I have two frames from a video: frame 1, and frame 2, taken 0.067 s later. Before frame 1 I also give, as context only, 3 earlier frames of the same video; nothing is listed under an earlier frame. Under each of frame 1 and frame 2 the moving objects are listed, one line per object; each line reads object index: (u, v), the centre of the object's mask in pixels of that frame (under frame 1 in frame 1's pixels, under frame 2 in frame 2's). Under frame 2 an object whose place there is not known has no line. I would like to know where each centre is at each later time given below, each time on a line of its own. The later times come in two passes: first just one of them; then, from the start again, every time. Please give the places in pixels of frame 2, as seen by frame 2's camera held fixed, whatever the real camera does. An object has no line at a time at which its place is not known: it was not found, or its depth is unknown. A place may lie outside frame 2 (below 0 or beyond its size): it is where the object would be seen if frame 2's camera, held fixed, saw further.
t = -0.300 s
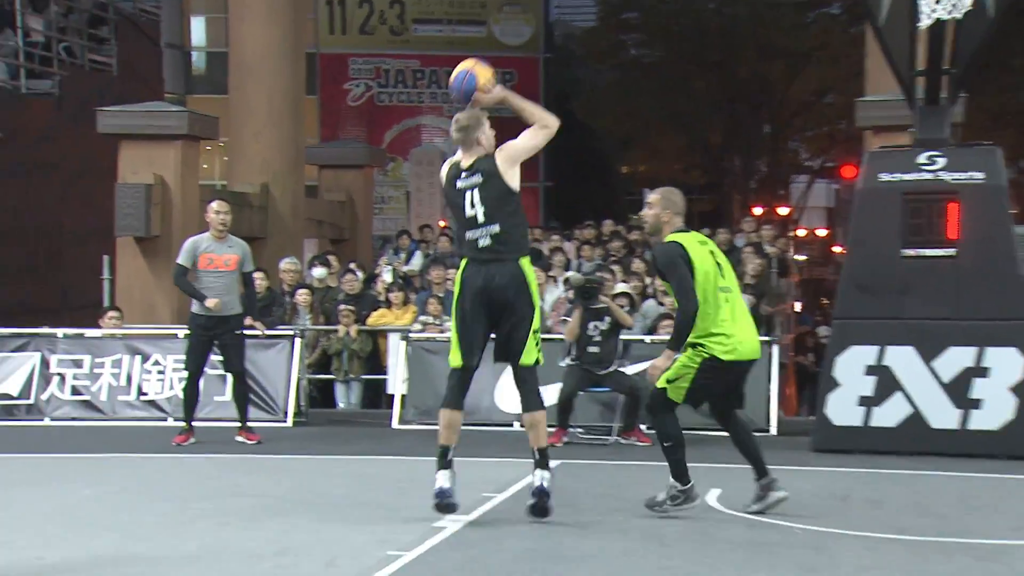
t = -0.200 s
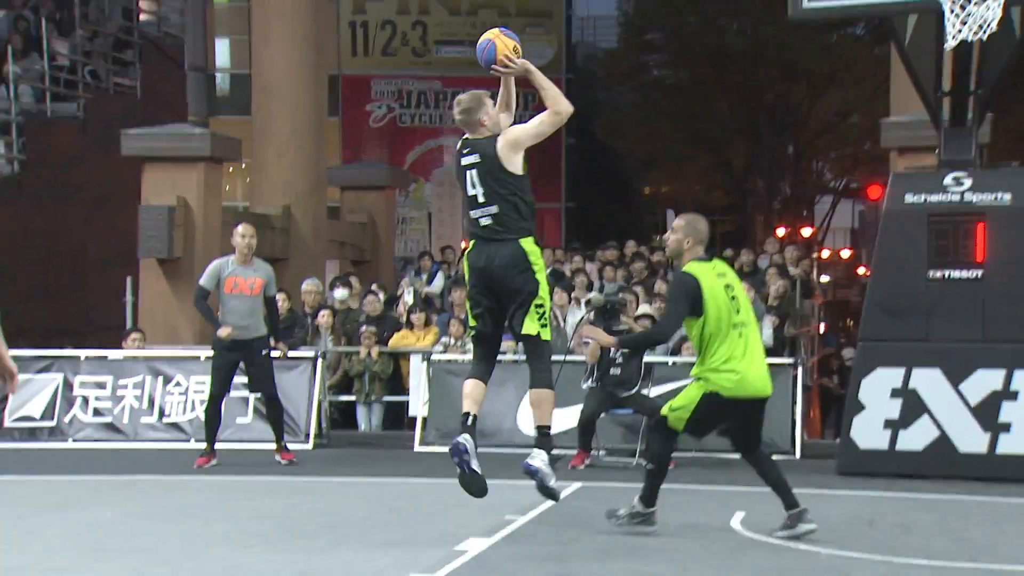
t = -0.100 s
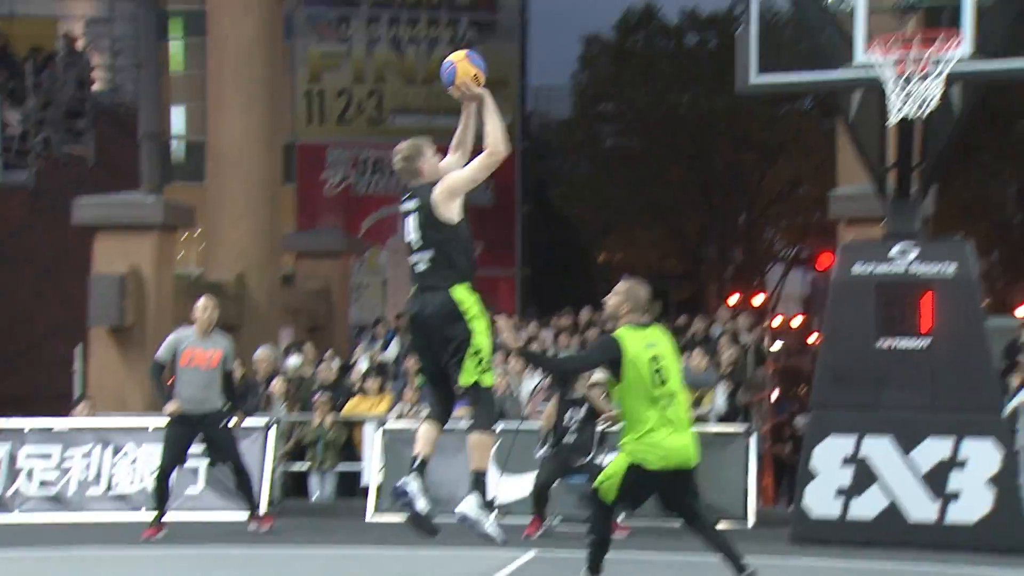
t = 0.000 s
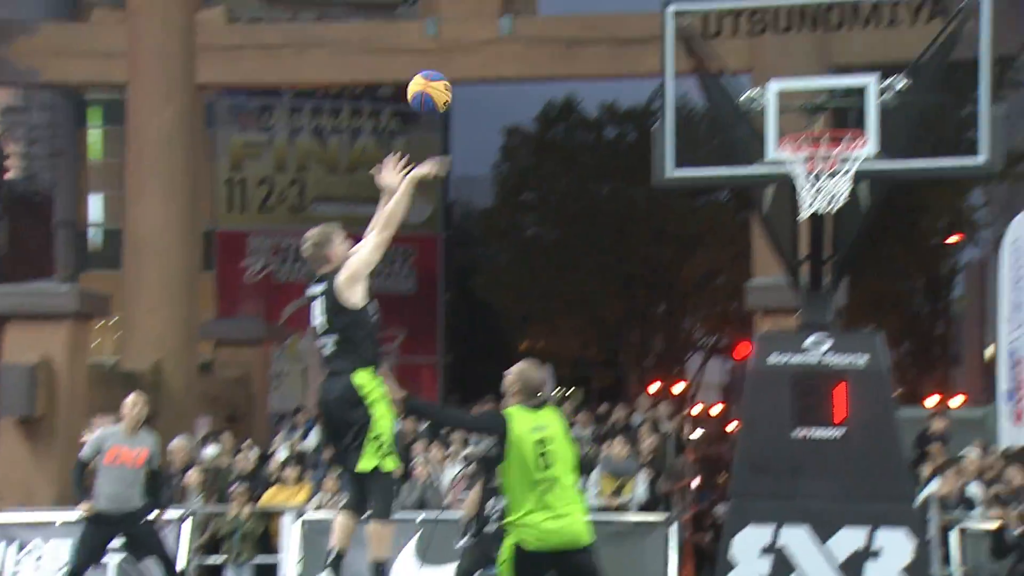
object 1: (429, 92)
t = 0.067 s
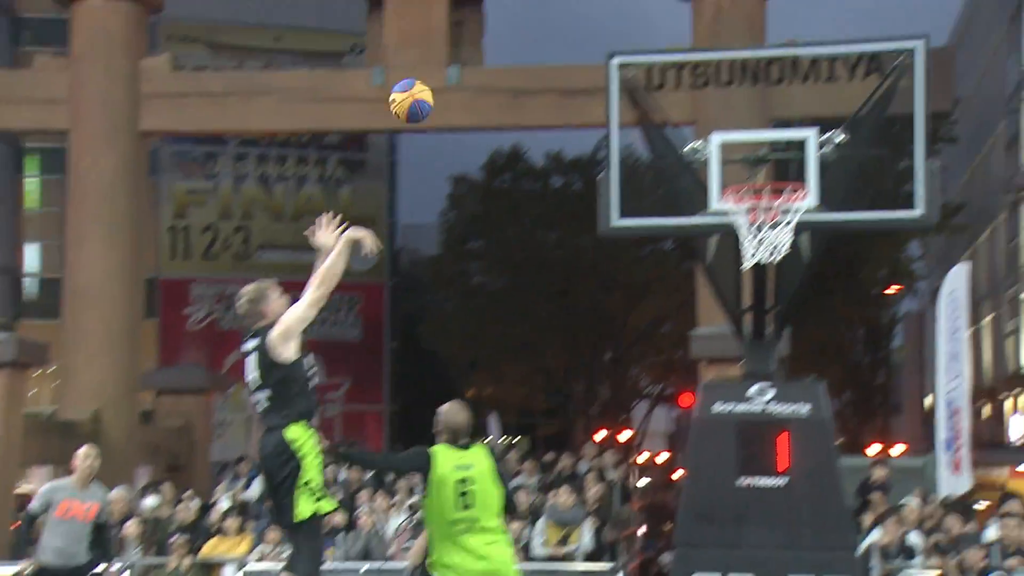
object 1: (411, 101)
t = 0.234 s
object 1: (495, 37)
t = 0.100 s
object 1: (429, 84)
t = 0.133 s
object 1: (446, 70)
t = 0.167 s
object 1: (462, 56)
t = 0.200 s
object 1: (478, 46)
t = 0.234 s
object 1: (495, 37)
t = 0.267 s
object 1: (512, 30)
